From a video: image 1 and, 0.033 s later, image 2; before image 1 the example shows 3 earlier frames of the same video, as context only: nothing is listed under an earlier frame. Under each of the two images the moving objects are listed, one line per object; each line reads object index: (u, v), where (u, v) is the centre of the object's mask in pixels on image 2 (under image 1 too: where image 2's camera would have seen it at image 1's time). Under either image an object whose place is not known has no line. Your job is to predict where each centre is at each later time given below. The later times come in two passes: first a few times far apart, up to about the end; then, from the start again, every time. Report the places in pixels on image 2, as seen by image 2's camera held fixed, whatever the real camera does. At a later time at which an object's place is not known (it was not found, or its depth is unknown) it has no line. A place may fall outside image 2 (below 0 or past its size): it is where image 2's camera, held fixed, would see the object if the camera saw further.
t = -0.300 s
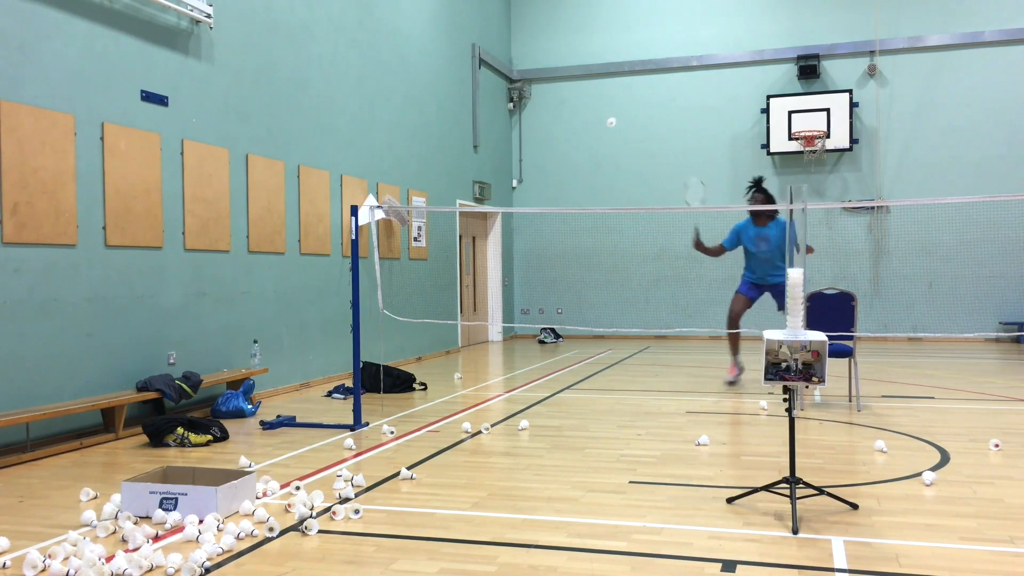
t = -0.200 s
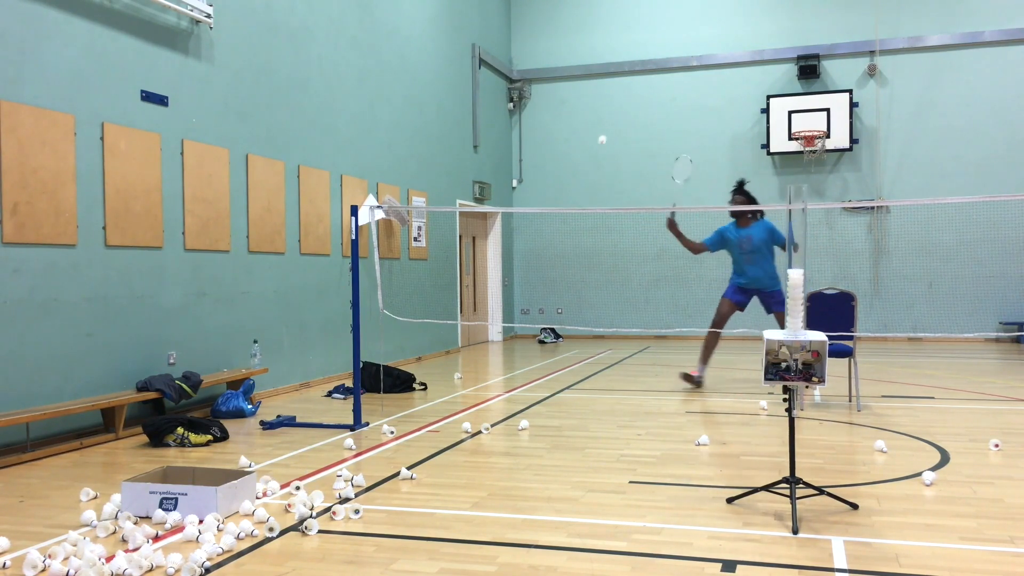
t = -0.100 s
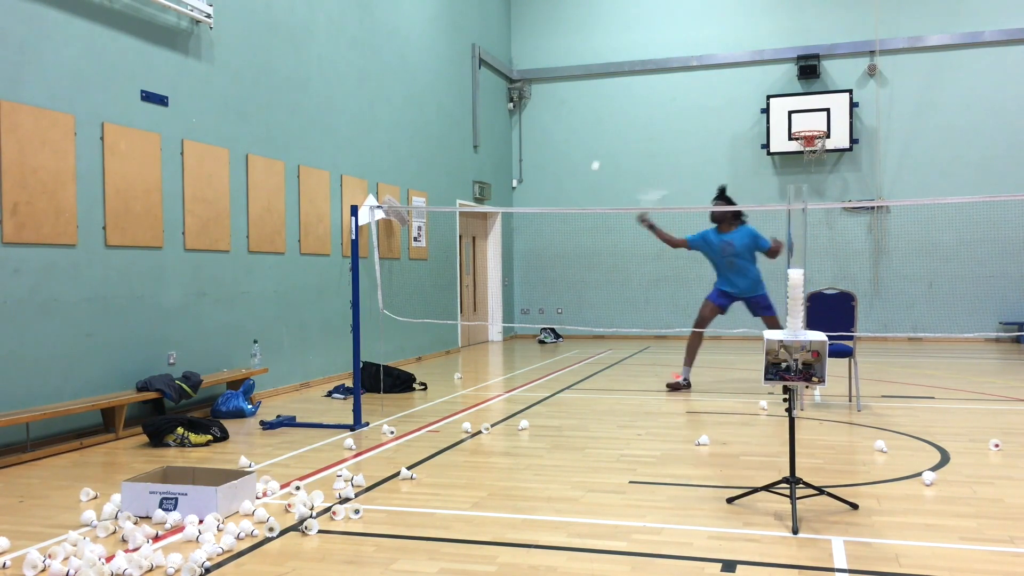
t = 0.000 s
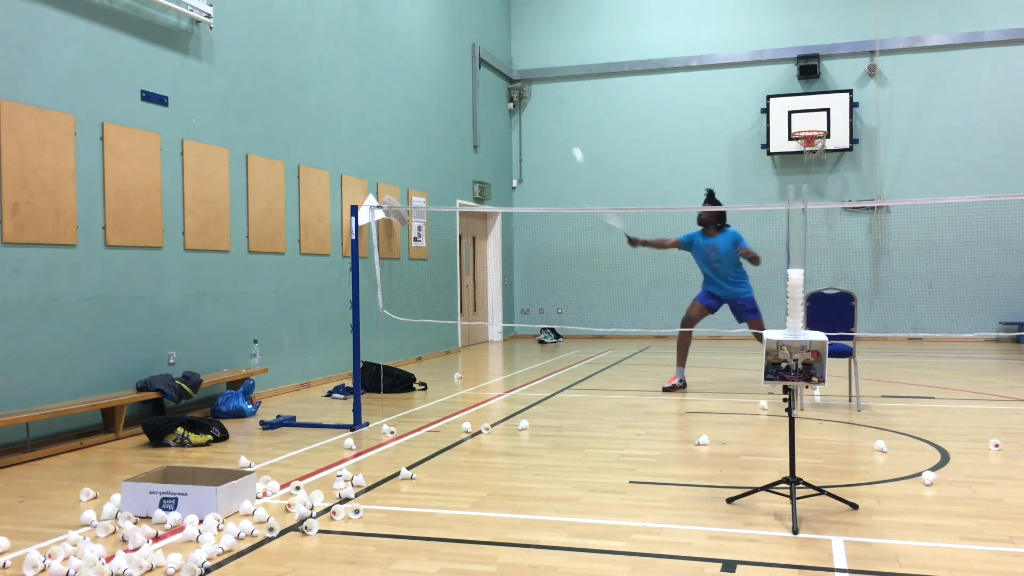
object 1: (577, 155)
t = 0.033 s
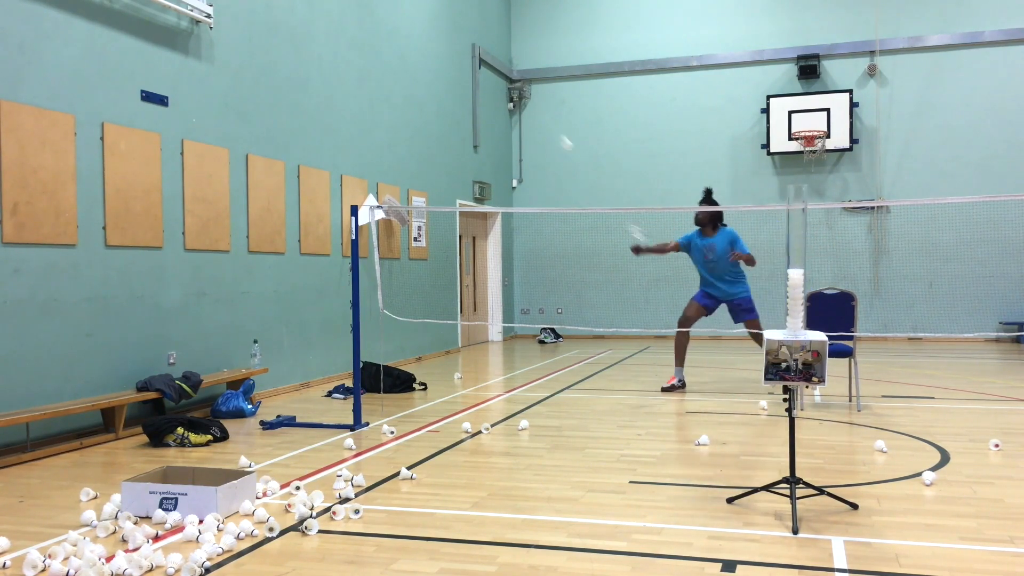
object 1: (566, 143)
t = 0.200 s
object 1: (497, 78)
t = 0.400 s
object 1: (376, 61)
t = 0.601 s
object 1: (131, 236)
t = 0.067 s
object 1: (553, 128)
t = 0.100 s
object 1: (541, 112)
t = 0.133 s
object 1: (527, 98)
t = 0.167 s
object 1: (513, 87)
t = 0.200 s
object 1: (497, 78)
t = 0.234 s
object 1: (482, 69)
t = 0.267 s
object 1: (464, 61)
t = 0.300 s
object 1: (446, 58)
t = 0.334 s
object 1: (424, 56)
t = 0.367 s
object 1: (402, 57)
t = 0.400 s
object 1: (376, 61)
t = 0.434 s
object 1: (347, 72)
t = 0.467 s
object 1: (314, 88)
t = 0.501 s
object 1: (277, 110)
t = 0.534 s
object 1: (235, 139)
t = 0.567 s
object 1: (188, 180)
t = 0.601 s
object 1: (131, 236)
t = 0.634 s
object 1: (65, 306)
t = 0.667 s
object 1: (16, 374)
